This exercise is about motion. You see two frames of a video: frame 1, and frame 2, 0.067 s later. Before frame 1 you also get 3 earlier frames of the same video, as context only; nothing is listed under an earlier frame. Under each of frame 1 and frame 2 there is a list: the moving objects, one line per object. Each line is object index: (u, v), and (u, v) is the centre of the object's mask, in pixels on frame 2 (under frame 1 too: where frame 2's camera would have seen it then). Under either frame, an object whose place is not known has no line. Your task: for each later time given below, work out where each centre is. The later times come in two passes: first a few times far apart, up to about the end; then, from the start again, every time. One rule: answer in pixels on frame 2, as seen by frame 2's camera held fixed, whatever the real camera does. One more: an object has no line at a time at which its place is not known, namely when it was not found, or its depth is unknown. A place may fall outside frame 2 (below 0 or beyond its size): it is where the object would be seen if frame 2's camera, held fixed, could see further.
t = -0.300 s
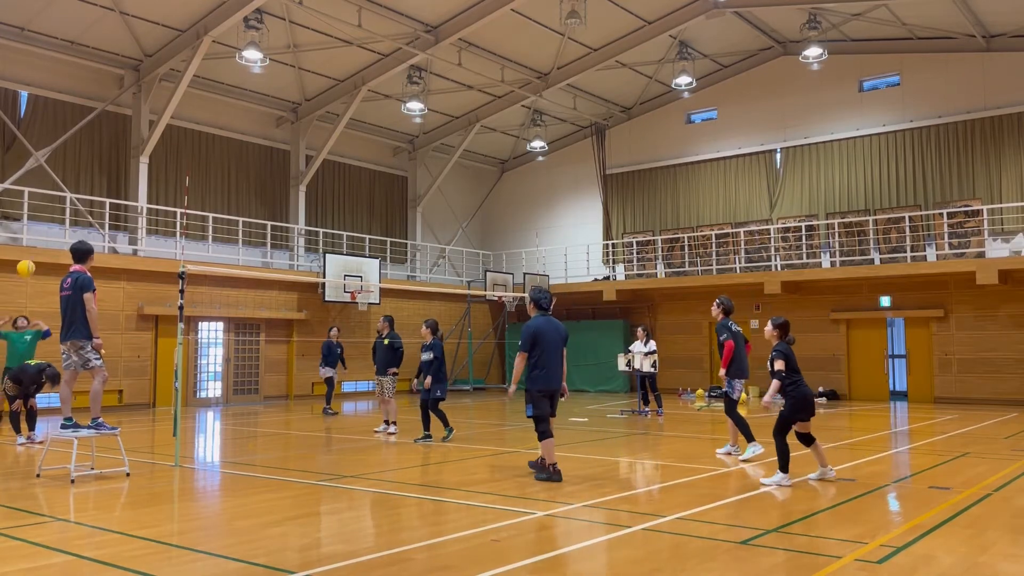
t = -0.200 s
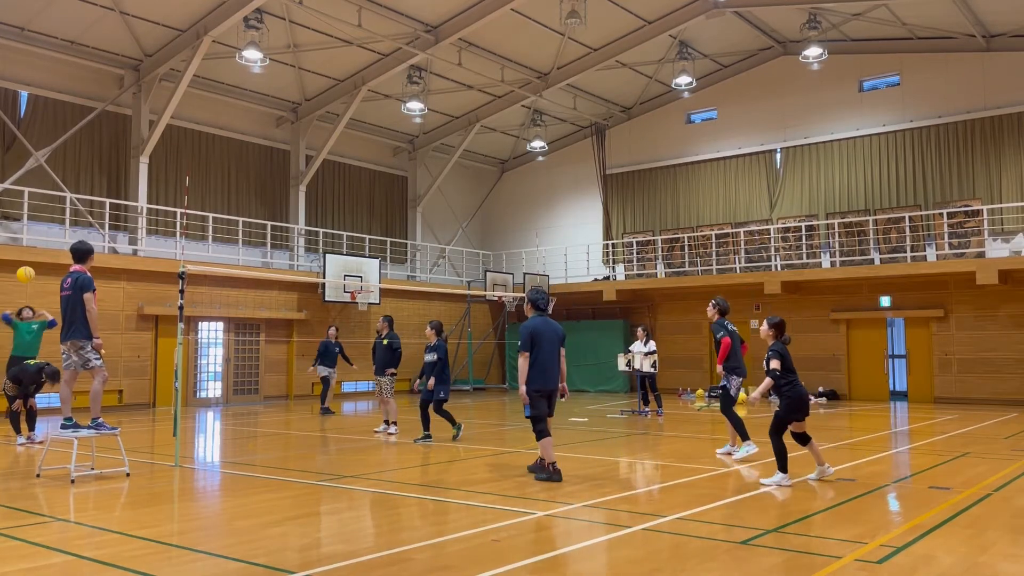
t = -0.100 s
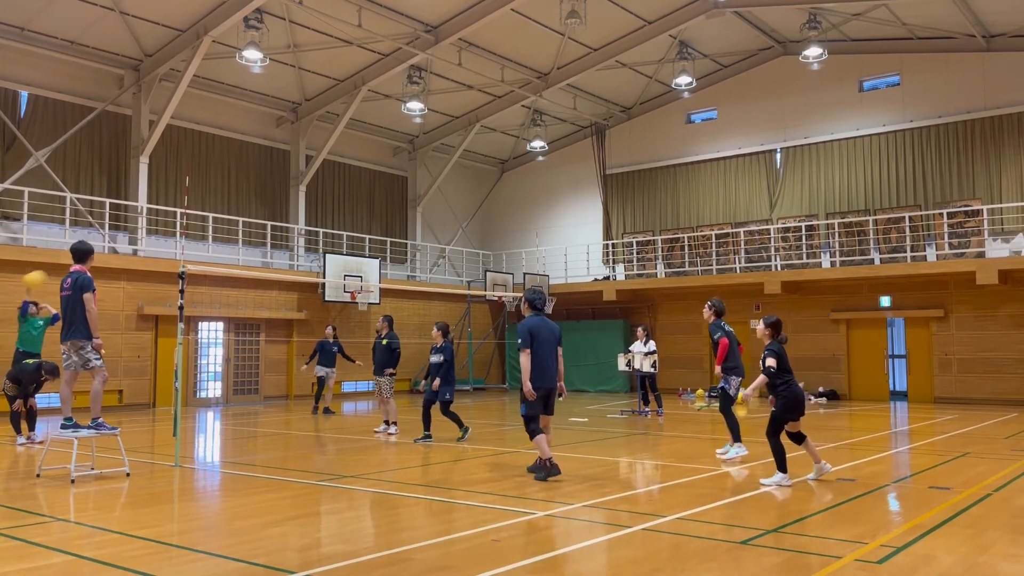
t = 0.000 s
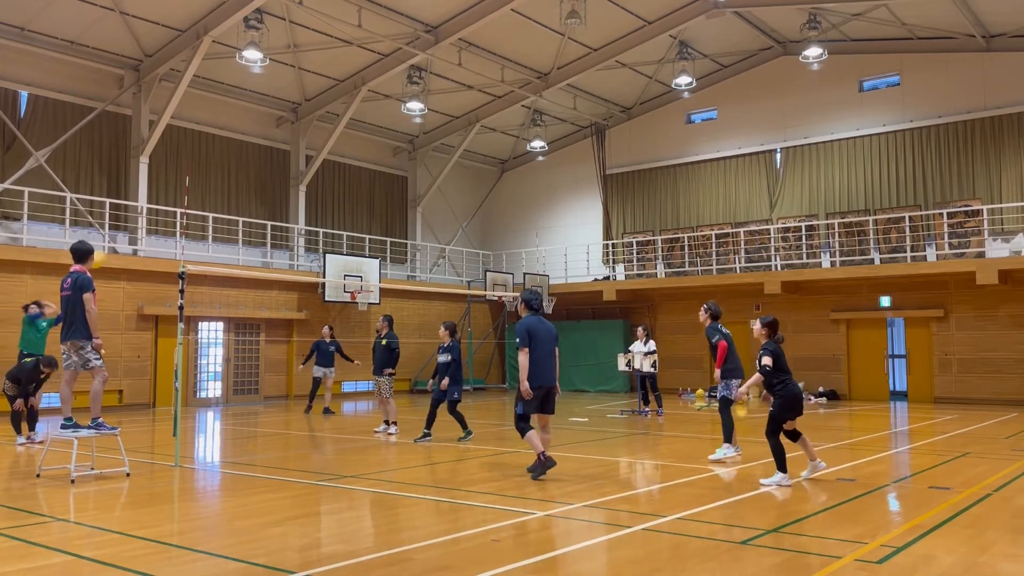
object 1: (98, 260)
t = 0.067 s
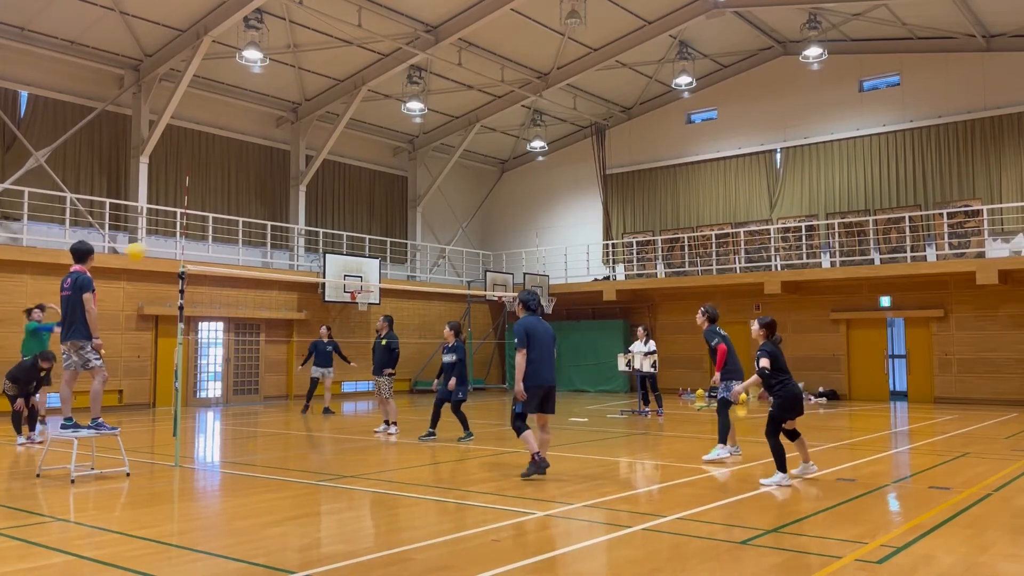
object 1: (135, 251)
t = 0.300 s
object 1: (288, 245)
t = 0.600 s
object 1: (503, 285)
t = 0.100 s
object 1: (156, 248)
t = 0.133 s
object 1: (177, 246)
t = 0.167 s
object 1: (198, 245)
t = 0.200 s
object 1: (221, 244)
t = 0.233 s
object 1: (243, 244)
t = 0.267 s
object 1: (266, 244)
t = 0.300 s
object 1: (288, 245)
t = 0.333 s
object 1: (312, 247)
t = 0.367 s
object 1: (335, 248)
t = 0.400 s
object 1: (360, 251)
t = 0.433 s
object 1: (383, 255)
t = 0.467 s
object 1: (406, 260)
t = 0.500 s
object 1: (431, 265)
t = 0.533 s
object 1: (456, 271)
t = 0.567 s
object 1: (480, 280)
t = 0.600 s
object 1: (503, 285)
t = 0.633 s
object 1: (531, 300)
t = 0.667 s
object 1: (557, 311)
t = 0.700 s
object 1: (582, 323)
